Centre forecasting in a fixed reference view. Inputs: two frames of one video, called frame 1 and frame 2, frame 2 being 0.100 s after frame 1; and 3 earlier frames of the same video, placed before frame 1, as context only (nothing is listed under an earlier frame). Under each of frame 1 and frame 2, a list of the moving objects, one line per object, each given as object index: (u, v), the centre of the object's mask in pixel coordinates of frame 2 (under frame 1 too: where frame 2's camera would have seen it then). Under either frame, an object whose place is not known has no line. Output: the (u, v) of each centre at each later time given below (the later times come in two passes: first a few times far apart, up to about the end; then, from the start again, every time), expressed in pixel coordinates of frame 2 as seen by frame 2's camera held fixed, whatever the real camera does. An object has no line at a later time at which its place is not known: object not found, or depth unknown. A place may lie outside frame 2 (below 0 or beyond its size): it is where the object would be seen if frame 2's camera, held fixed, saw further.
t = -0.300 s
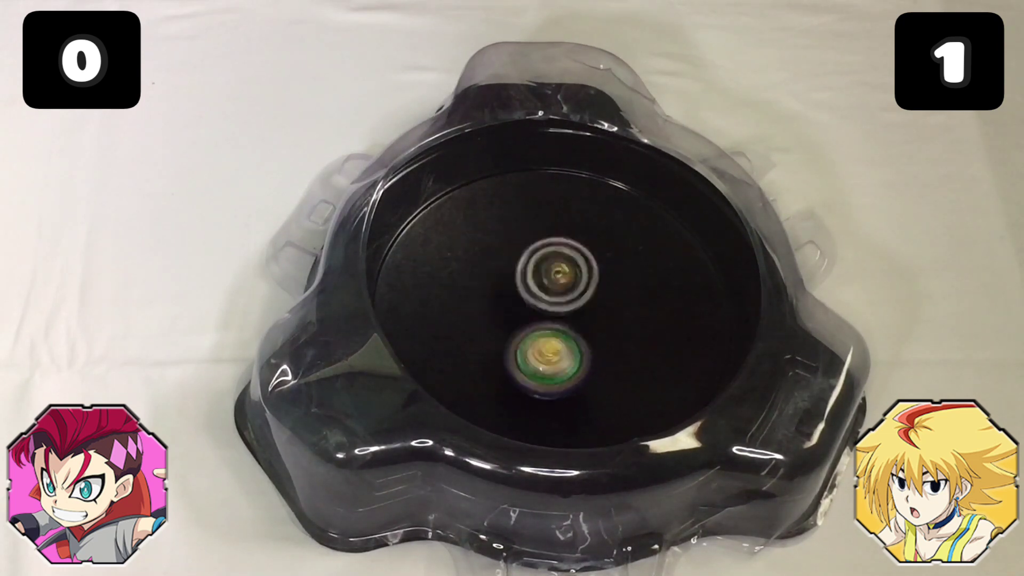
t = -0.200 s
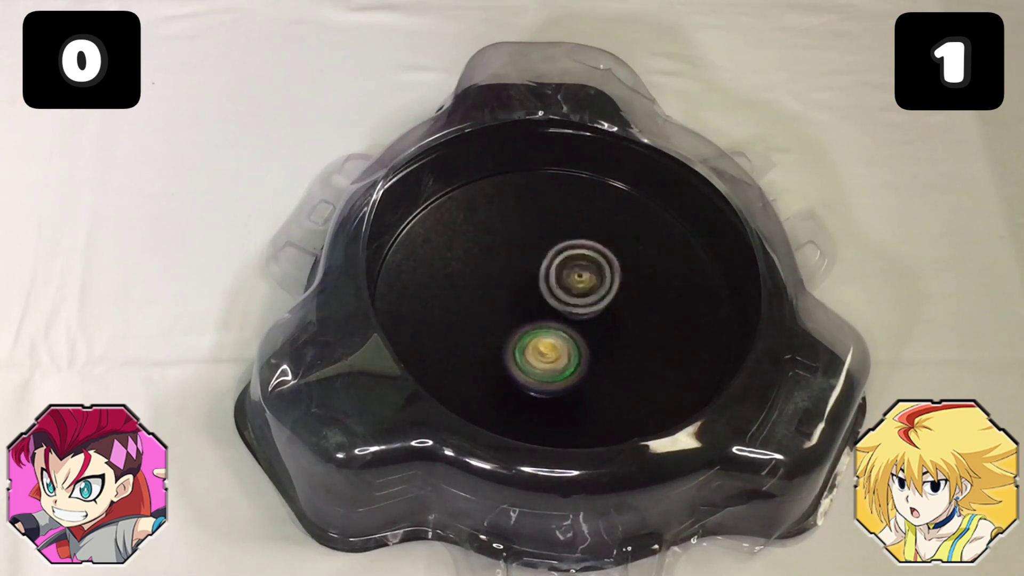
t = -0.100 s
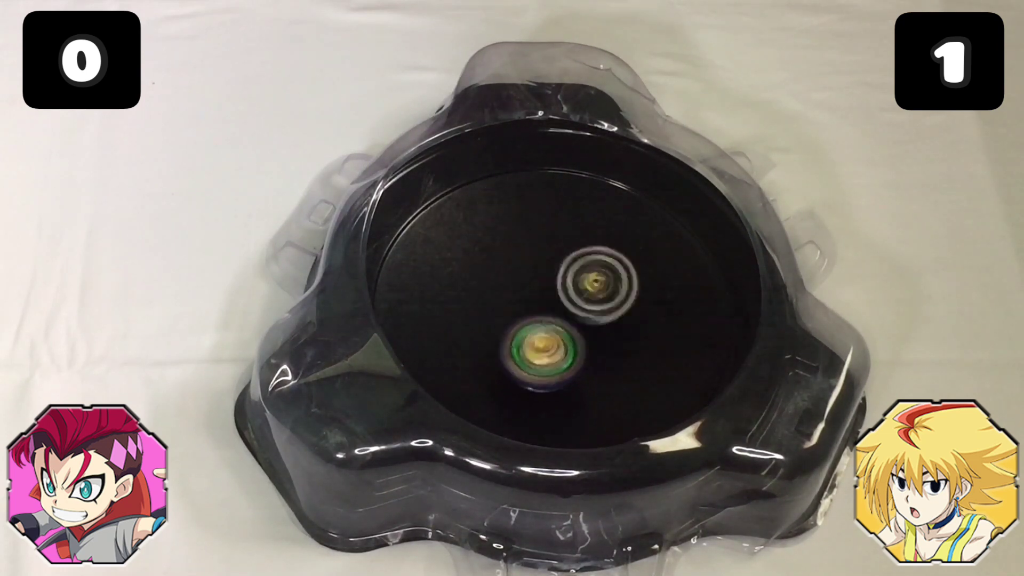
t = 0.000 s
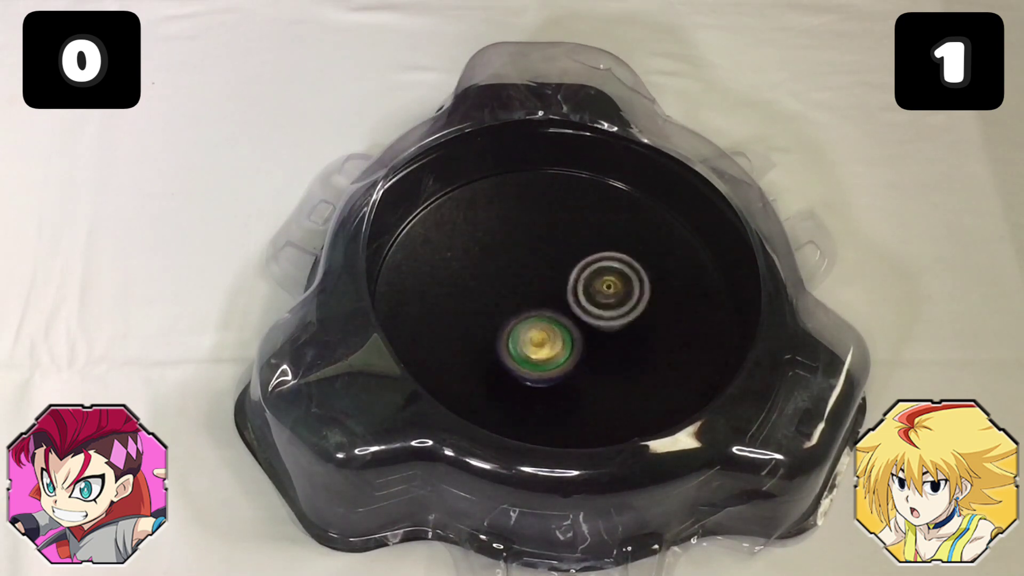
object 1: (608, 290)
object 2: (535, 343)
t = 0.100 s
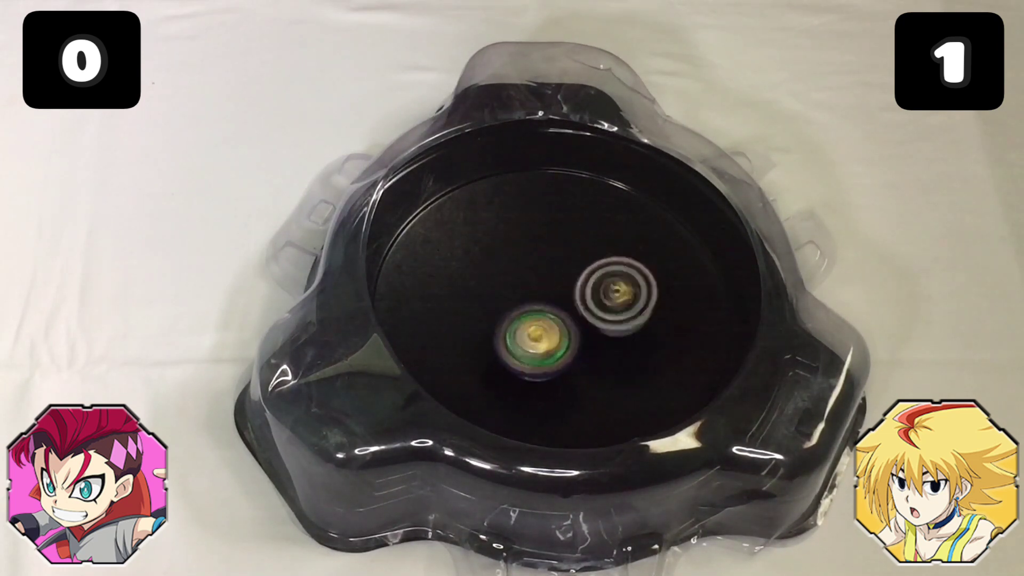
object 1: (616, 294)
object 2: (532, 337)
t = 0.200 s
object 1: (623, 297)
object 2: (530, 331)
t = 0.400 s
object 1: (619, 309)
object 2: (527, 321)
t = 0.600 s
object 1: (636, 306)
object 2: (510, 314)
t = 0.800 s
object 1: (612, 291)
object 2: (507, 306)
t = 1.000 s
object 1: (634, 294)
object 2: (466, 301)
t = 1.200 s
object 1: (658, 267)
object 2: (474, 298)
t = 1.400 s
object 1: (617, 259)
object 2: (488, 298)
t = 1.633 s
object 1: (578, 276)
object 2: (497, 302)
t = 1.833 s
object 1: (598, 274)
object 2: (499, 298)
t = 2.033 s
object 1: (601, 263)
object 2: (515, 294)
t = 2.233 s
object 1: (612, 258)
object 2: (513, 296)
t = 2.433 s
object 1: (610, 268)
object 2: (511, 295)
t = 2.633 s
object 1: (609, 286)
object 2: (518, 293)
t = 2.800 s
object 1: (614, 306)
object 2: (518, 292)
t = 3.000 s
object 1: (622, 317)
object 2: (522, 291)
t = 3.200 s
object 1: (613, 323)
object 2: (521, 286)
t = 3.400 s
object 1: (612, 318)
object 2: (525, 286)
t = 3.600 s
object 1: (632, 313)
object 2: (518, 284)
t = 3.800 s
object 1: (614, 298)
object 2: (520, 282)
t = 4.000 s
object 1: (614, 288)
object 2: (519, 284)
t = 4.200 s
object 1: (632, 284)
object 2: (512, 285)
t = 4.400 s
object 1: (628, 278)
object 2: (512, 283)
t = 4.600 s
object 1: (608, 288)
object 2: (504, 283)
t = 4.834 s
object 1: (611, 298)
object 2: (509, 281)
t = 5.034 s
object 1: (601, 307)
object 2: (512, 281)
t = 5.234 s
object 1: (610, 314)
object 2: (509, 280)
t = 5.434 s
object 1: (604, 309)
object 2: (511, 276)
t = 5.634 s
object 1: (601, 310)
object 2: (510, 273)
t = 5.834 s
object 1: (595, 305)
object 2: (514, 271)
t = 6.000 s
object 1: (610, 314)
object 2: (506, 265)
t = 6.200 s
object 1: (612, 312)
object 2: (512, 266)
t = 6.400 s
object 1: (591, 307)
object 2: (514, 260)
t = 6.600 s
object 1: (602, 321)
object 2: (515, 262)
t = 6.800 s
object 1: (597, 318)
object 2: (522, 257)
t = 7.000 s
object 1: (599, 325)
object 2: (513, 252)
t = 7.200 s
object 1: (606, 321)
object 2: (522, 256)
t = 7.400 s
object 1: (597, 325)
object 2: (515, 246)
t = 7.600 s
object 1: (613, 344)
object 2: (516, 245)
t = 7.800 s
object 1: (600, 337)
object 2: (524, 248)
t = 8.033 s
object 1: (572, 314)
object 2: (533, 250)
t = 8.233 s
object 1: (566, 313)
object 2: (542, 237)
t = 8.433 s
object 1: (558, 311)
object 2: (547, 236)
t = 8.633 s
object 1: (559, 315)
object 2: (554, 238)
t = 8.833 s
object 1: (561, 319)
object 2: (558, 236)
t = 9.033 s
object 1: (573, 336)
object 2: (562, 239)
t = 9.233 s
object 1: (576, 315)
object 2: (569, 244)
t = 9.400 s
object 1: (565, 310)
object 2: (571, 241)
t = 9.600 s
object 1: (544, 315)
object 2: (575, 245)
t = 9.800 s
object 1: (541, 312)
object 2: (579, 248)
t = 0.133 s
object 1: (619, 297)
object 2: (531, 335)
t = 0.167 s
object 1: (621, 296)
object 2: (530, 333)
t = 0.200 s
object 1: (623, 297)
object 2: (530, 331)
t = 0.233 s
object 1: (626, 299)
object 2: (529, 329)
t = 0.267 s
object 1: (627, 301)
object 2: (529, 327)
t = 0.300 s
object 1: (627, 304)
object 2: (529, 328)
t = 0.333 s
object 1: (626, 306)
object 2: (528, 324)
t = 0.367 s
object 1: (623, 305)
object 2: (526, 322)
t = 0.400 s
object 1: (619, 309)
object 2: (527, 321)
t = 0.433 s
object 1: (616, 311)
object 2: (524, 319)
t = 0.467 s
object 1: (622, 311)
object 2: (519, 320)
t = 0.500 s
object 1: (628, 311)
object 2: (515, 319)
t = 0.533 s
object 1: (632, 310)
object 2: (508, 315)
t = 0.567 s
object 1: (634, 308)
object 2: (511, 316)
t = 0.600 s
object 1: (636, 306)
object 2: (510, 314)
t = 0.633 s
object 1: (636, 302)
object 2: (510, 312)
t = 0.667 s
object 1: (634, 299)
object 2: (509, 311)
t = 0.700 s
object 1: (631, 296)
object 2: (509, 309)
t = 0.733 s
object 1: (626, 293)
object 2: (508, 308)
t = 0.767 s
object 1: (619, 292)
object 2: (508, 307)
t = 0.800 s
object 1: (612, 291)
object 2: (507, 306)
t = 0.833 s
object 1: (603, 290)
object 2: (507, 305)
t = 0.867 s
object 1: (594, 290)
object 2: (506, 304)
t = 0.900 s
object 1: (597, 295)
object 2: (496, 303)
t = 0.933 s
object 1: (614, 293)
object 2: (480, 302)
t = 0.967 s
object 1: (626, 295)
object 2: (470, 301)
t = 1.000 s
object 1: (634, 294)
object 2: (466, 301)
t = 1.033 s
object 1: (640, 291)
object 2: (465, 301)
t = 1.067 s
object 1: (646, 288)
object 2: (466, 301)
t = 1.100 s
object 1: (651, 283)
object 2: (468, 300)
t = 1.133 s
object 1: (656, 279)
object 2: (470, 299)
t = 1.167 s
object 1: (658, 273)
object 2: (472, 299)
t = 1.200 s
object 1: (658, 267)
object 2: (474, 298)
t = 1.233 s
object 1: (656, 262)
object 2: (477, 298)
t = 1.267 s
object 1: (650, 259)
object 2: (479, 298)
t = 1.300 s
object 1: (643, 257)
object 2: (481, 297)
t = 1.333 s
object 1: (634, 256)
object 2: (483, 298)
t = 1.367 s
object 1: (626, 257)
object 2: (486, 298)
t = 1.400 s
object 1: (617, 259)
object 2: (488, 298)
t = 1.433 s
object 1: (608, 261)
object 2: (491, 298)
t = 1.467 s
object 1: (599, 263)
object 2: (494, 298)
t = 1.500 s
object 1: (591, 267)
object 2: (496, 298)
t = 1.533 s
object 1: (583, 270)
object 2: (499, 299)
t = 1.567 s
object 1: (577, 273)
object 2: (501, 299)
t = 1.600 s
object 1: (579, 275)
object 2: (498, 300)
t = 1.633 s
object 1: (578, 276)
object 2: (497, 302)
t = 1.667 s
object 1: (578, 277)
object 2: (498, 302)
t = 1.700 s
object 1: (580, 277)
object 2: (499, 304)
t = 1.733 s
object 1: (582, 278)
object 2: (495, 298)
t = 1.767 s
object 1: (588, 276)
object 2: (495, 298)
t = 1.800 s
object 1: (594, 276)
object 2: (497, 299)
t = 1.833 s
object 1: (598, 274)
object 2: (499, 298)
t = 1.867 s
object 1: (602, 272)
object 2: (503, 297)
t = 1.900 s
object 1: (605, 270)
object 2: (505, 297)
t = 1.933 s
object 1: (606, 267)
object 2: (507, 296)
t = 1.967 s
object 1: (606, 266)
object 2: (510, 296)
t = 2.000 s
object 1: (604, 264)
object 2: (512, 295)
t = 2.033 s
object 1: (601, 263)
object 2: (515, 294)
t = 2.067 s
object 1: (602, 265)
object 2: (514, 294)
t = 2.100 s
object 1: (607, 263)
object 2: (510, 296)
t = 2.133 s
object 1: (610, 260)
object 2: (510, 298)
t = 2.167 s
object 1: (612, 258)
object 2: (511, 299)
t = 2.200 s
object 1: (612, 258)
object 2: (512, 297)
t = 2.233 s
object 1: (612, 258)
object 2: (513, 296)
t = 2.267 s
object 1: (610, 259)
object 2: (514, 295)
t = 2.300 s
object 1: (609, 258)
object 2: (516, 294)
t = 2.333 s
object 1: (606, 262)
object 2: (519, 292)
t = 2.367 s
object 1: (607, 264)
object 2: (517, 294)
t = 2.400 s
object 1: (609, 266)
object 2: (513, 295)
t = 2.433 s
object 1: (610, 268)
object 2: (511, 295)
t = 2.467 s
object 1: (612, 270)
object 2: (514, 296)
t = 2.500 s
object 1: (612, 272)
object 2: (513, 294)
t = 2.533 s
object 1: (612, 273)
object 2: (515, 294)
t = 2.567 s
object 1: (610, 279)
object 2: (518, 293)
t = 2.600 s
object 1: (609, 282)
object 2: (519, 293)
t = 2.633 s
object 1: (609, 286)
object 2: (518, 293)
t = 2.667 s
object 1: (609, 290)
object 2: (518, 293)
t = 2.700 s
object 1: (608, 294)
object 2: (519, 293)
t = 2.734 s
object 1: (608, 299)
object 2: (520, 293)
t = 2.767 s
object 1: (611, 303)
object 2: (518, 292)
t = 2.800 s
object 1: (614, 306)
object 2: (518, 292)
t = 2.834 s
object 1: (617, 310)
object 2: (518, 292)
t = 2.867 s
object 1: (620, 313)
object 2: (519, 292)
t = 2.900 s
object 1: (622, 316)
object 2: (520, 291)
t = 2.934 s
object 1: (623, 317)
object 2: (520, 291)
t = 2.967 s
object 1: (623, 318)
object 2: (521, 291)
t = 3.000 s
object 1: (622, 317)
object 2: (522, 291)
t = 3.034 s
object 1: (618, 316)
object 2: (521, 289)
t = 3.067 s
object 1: (613, 315)
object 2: (525, 290)
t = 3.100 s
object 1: (607, 316)
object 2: (526, 290)
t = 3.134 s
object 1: (607, 318)
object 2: (523, 288)
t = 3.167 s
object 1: (610, 321)
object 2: (523, 288)
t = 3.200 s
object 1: (613, 323)
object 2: (521, 286)
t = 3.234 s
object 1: (615, 324)
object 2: (523, 288)
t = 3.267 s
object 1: (617, 323)
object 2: (524, 288)
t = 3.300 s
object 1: (616, 321)
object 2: (525, 287)
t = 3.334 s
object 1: (615, 320)
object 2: (527, 288)
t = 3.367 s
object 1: (611, 318)
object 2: (528, 287)
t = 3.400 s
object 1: (612, 318)
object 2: (525, 286)
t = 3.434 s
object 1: (620, 319)
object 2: (519, 286)
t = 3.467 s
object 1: (625, 319)
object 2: (516, 284)
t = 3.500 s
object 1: (629, 318)
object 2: (514, 283)
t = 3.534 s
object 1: (630, 317)
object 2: (515, 284)
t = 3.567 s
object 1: (632, 316)
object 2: (516, 283)
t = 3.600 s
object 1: (632, 313)
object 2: (518, 284)
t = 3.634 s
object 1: (631, 310)
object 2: (520, 284)
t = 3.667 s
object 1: (628, 307)
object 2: (522, 284)
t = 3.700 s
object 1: (624, 304)
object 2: (523, 284)
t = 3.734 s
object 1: (617, 301)
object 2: (526, 284)
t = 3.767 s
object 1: (615, 300)
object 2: (523, 284)
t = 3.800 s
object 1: (614, 298)
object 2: (520, 282)
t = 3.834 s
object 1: (612, 296)
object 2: (522, 284)
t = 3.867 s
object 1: (612, 294)
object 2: (520, 283)
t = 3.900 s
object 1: (612, 292)
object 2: (518, 282)
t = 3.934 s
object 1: (613, 290)
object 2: (519, 284)
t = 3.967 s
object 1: (614, 290)
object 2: (520, 284)
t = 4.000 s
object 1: (614, 288)
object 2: (519, 284)
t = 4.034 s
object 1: (614, 288)
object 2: (520, 284)
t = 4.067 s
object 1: (612, 287)
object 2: (520, 284)
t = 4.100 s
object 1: (616, 288)
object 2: (517, 284)
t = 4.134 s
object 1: (622, 287)
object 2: (511, 284)
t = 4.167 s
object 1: (628, 285)
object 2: (511, 285)
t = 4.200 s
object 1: (632, 284)
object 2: (512, 285)
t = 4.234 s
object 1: (635, 281)
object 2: (509, 283)
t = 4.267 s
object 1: (636, 281)
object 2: (510, 284)
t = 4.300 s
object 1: (636, 280)
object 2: (512, 285)
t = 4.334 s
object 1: (635, 278)
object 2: (510, 282)
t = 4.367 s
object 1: (632, 278)
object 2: (510, 282)
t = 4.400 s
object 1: (628, 278)
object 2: (512, 283)
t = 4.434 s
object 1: (623, 278)
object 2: (511, 282)
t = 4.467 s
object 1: (617, 279)
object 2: (512, 283)
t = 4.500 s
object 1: (610, 281)
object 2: (512, 282)
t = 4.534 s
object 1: (602, 281)
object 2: (514, 283)
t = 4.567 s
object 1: (603, 286)
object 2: (510, 283)
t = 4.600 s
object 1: (608, 288)
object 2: (504, 283)
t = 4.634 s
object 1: (610, 290)
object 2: (503, 282)
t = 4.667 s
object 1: (612, 292)
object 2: (504, 284)
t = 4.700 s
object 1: (613, 293)
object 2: (505, 285)
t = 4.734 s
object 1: (613, 294)
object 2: (505, 284)
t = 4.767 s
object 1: (613, 295)
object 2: (507, 284)
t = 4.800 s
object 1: (612, 297)
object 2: (507, 282)
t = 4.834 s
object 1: (611, 298)
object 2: (509, 281)
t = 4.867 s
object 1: (608, 298)
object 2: (510, 281)
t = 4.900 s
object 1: (605, 299)
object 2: (511, 283)
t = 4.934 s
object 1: (603, 302)
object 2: (511, 282)
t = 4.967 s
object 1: (603, 305)
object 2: (508, 282)
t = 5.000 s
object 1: (603, 306)
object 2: (509, 281)
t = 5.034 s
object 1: (601, 307)
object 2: (512, 281)
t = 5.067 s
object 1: (599, 308)
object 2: (513, 282)
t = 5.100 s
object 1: (599, 310)
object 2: (511, 280)
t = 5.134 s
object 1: (602, 312)
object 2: (508, 281)
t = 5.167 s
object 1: (606, 314)
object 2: (507, 281)
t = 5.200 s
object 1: (609, 314)
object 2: (508, 279)
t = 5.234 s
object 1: (610, 314)
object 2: (509, 280)
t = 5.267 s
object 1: (611, 314)
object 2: (509, 280)
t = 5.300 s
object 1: (611, 314)
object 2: (510, 279)
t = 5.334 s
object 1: (611, 313)
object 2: (510, 278)
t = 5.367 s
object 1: (610, 311)
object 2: (509, 275)
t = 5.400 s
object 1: (607, 310)
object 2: (511, 276)
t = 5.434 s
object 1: (604, 309)
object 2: (511, 276)
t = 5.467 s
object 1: (600, 307)
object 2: (511, 273)
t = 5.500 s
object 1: (596, 306)
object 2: (511, 273)
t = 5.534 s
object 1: (595, 306)
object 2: (510, 273)
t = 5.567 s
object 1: (595, 307)
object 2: (507, 271)
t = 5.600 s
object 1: (599, 309)
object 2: (509, 272)
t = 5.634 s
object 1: (601, 310)
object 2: (510, 273)
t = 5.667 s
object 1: (602, 311)
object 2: (510, 272)
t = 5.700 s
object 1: (603, 310)
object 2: (509, 270)
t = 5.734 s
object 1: (602, 309)
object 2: (512, 271)
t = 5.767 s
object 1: (601, 308)
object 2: (513, 272)
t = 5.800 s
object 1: (600, 308)
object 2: (513, 272)
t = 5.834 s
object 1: (595, 305)
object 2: (514, 271)
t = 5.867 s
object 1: (594, 306)
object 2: (511, 267)
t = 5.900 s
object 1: (599, 309)
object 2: (507, 266)
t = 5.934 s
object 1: (603, 312)
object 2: (504, 265)
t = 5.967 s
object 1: (607, 313)
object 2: (505, 265)
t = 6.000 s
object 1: (610, 314)
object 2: (506, 265)
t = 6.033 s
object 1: (613, 315)
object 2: (507, 266)
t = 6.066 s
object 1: (615, 314)
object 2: (508, 267)
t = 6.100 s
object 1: (615, 314)
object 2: (509, 266)
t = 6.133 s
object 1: (614, 313)
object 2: (510, 265)
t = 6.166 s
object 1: (613, 313)
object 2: (511, 266)
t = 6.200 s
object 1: (612, 312)
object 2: (512, 266)
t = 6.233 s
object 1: (609, 310)
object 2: (514, 266)
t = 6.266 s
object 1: (604, 309)
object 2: (515, 266)
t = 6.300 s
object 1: (600, 307)
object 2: (517, 266)
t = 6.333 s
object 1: (594, 305)
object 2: (516, 262)
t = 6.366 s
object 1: (591, 306)
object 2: (515, 260)
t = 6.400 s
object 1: (591, 307)
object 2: (514, 260)
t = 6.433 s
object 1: (589, 306)
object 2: (515, 264)
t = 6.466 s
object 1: (592, 311)
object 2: (511, 259)
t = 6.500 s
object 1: (594, 315)
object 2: (510, 259)
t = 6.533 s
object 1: (598, 318)
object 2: (512, 261)
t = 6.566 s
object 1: (600, 319)
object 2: (513, 261)
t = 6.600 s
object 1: (602, 321)
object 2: (515, 262)
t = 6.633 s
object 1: (603, 322)
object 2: (515, 259)
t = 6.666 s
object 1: (603, 322)
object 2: (516, 258)
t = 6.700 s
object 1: (603, 322)
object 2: (517, 258)
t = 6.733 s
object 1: (602, 321)
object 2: (519, 260)
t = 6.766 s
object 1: (600, 319)
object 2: (520, 257)
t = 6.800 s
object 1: (597, 318)
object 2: (522, 257)
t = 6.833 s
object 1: (594, 316)
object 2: (521, 257)
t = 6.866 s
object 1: (589, 314)
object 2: (522, 257)
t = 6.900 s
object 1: (588, 315)
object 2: (522, 259)
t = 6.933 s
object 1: (593, 319)
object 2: (514, 251)
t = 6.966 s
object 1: (595, 322)
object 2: (512, 252)
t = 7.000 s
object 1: (599, 325)
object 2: (513, 252)
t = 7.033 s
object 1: (602, 327)
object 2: (514, 253)
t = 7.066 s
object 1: (605, 327)
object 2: (516, 253)
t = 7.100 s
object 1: (607, 327)
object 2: (517, 254)
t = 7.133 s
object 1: (608, 325)
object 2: (519, 255)
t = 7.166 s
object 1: (608, 323)
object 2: (521, 256)
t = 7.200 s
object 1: (606, 321)
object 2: (522, 256)
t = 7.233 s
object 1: (603, 318)
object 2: (524, 257)
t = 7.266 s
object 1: (599, 314)
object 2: (525, 257)
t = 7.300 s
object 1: (595, 311)
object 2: (527, 258)
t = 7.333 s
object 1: (589, 309)
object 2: (528, 259)
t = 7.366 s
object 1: (590, 317)
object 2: (522, 253)
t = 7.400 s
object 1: (597, 325)
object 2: (515, 246)
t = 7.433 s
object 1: (600, 329)
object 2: (511, 243)
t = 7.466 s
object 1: (603, 332)
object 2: (511, 243)
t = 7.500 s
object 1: (606, 335)
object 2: (513, 244)
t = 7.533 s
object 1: (609, 338)
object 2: (514, 245)
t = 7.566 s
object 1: (611, 341)
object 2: (515, 245)
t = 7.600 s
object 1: (613, 344)
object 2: (516, 245)
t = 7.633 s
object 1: (613, 345)
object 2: (518, 246)
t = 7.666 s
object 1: (613, 346)
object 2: (519, 246)
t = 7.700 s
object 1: (612, 344)
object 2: (520, 246)
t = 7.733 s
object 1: (609, 342)
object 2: (521, 247)
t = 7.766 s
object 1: (605, 340)
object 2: (522, 247)
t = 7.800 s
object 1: (600, 337)
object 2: (524, 248)
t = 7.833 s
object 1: (596, 334)
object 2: (526, 249)
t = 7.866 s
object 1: (591, 331)
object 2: (526, 249)
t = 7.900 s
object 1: (587, 327)
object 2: (528, 249)
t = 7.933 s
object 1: (583, 323)
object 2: (529, 250)
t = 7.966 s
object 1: (579, 319)
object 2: (530, 250)
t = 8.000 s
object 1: (575, 315)
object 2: (532, 250)
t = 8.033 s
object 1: (572, 314)
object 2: (533, 250)
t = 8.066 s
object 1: (573, 319)
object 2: (532, 242)
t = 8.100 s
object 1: (571, 321)
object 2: (534, 239)
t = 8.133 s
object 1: (570, 319)
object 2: (537, 237)
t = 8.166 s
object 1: (570, 318)
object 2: (539, 237)
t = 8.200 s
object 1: (568, 315)
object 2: (540, 237)
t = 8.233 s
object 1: (566, 313)
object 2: (542, 237)
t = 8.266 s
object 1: (564, 310)
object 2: (543, 237)
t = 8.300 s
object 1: (561, 306)
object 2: (544, 236)
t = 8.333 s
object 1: (559, 308)
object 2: (545, 236)
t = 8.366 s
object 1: (559, 306)
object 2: (544, 235)
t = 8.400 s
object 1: (558, 308)
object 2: (545, 235)
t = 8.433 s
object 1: (558, 311)
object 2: (547, 236)
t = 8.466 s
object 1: (558, 313)
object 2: (549, 236)
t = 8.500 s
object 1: (558, 314)
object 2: (549, 237)
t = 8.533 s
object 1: (558, 315)
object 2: (550, 237)
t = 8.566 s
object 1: (558, 316)
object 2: (551, 237)
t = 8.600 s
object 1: (559, 316)
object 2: (552, 238)
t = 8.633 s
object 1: (559, 315)
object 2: (554, 238)
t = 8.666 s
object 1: (559, 315)
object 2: (555, 239)
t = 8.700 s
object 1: (560, 315)
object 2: (556, 240)
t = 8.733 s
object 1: (560, 313)
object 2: (557, 241)
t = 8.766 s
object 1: (560, 313)
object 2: (558, 241)
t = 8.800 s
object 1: (560, 315)
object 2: (558, 239)
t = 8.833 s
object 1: (561, 319)
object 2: (558, 236)
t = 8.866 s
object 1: (561, 322)
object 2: (557, 236)
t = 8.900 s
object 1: (562, 327)
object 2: (558, 237)
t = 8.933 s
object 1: (565, 330)
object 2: (559, 237)
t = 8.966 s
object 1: (567, 332)
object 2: (560, 238)
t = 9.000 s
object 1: (570, 335)
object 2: (562, 239)
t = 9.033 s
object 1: (573, 336)
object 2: (562, 239)
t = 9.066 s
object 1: (575, 334)
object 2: (564, 240)
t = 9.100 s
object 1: (579, 331)
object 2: (565, 241)
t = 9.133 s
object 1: (578, 327)
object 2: (567, 242)
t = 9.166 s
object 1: (578, 325)
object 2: (567, 243)
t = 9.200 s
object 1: (578, 319)
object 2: (568, 243)
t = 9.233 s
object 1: (576, 315)
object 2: (569, 244)
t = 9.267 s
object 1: (574, 311)
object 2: (570, 244)
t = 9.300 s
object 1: (571, 311)
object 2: (570, 241)
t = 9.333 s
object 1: (569, 312)
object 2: (570, 241)
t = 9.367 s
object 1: (567, 311)
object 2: (570, 241)
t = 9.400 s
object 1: (565, 310)
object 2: (571, 241)
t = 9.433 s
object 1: (561, 311)
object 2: (571, 241)
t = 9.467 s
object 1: (558, 312)
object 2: (572, 242)
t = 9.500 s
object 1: (555, 312)
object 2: (572, 242)
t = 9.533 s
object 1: (551, 314)
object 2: (573, 243)
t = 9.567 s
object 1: (548, 314)
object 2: (574, 244)
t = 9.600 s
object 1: (544, 315)
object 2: (575, 245)
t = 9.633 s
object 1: (542, 316)
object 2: (576, 245)
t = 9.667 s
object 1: (543, 316)
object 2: (576, 245)
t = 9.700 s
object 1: (540, 315)
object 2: (578, 247)
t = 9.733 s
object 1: (542, 315)
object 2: (578, 247)
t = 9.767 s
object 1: (543, 312)
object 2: (579, 247)
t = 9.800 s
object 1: (541, 312)
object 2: (579, 248)
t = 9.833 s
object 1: (543, 312)
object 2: (580, 248)
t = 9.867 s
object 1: (538, 311)
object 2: (583, 246)
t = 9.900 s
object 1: (534, 316)
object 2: (585, 242)
